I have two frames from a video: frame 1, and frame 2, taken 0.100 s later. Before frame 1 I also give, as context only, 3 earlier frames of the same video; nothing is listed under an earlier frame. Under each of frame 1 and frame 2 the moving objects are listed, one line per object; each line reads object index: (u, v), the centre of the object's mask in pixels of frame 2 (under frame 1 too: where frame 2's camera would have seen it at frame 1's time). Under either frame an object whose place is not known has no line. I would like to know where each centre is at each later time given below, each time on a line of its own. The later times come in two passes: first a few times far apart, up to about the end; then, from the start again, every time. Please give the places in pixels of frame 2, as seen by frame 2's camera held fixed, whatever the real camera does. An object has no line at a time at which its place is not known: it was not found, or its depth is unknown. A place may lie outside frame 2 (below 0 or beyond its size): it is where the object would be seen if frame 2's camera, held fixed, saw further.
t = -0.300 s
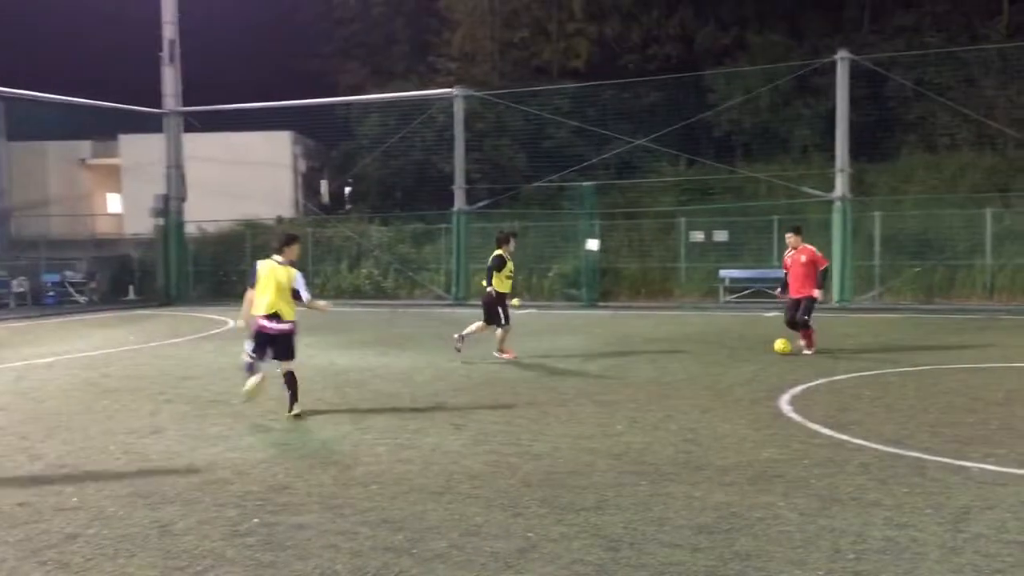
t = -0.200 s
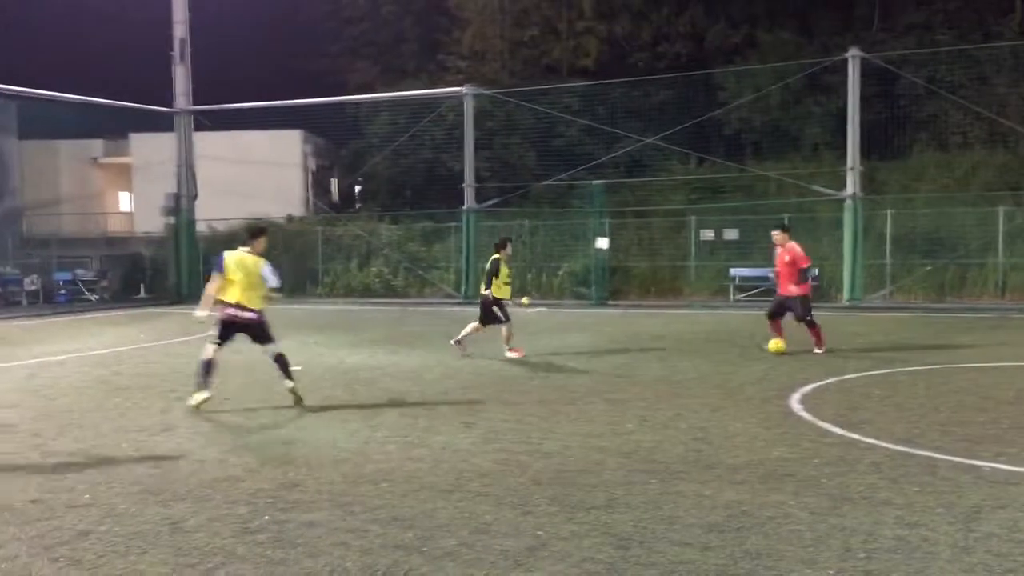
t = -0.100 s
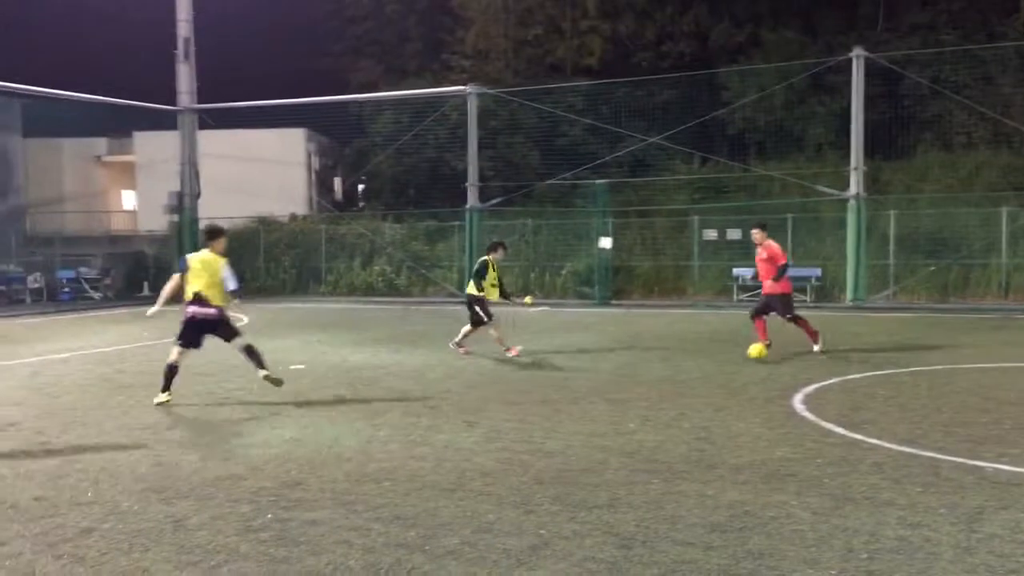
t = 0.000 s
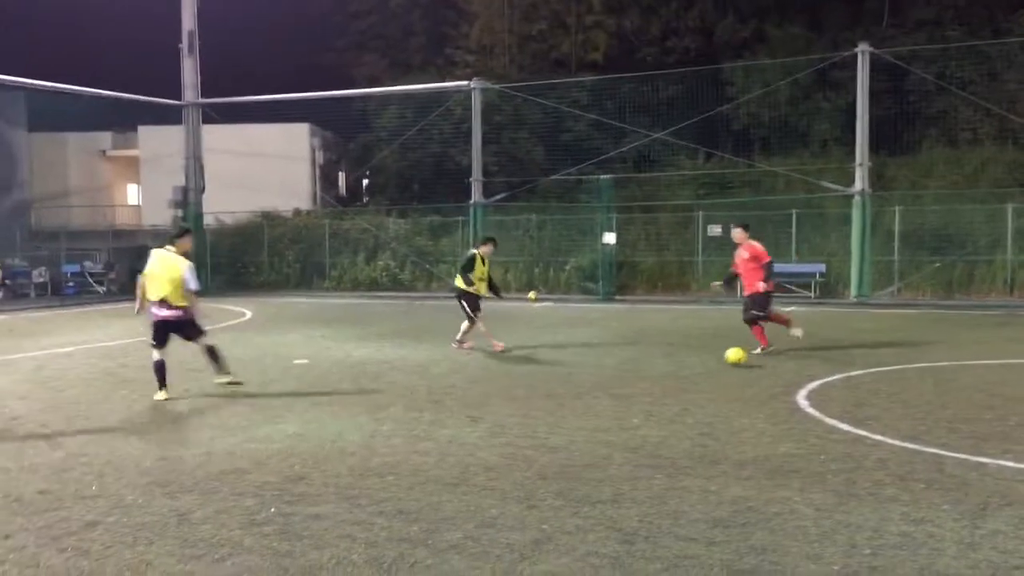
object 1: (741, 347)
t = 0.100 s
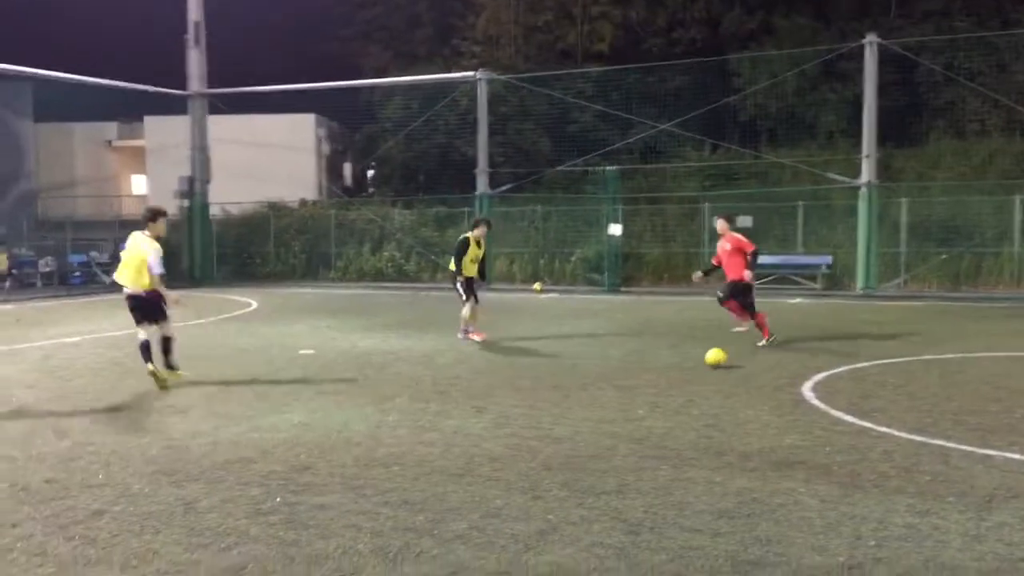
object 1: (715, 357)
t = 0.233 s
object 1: (681, 366)
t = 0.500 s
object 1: (602, 389)
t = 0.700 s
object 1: (529, 412)
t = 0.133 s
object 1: (707, 359)
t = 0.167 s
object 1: (699, 360)
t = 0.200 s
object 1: (690, 363)
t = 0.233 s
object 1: (681, 366)
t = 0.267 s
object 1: (672, 369)
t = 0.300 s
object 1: (664, 372)
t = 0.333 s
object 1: (654, 375)
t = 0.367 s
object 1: (644, 378)
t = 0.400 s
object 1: (635, 381)
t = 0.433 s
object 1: (624, 384)
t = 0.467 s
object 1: (613, 387)
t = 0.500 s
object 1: (602, 389)
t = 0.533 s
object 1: (591, 393)
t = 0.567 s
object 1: (579, 397)
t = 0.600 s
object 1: (567, 401)
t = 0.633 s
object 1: (554, 403)
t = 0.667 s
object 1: (542, 408)
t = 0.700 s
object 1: (529, 412)
